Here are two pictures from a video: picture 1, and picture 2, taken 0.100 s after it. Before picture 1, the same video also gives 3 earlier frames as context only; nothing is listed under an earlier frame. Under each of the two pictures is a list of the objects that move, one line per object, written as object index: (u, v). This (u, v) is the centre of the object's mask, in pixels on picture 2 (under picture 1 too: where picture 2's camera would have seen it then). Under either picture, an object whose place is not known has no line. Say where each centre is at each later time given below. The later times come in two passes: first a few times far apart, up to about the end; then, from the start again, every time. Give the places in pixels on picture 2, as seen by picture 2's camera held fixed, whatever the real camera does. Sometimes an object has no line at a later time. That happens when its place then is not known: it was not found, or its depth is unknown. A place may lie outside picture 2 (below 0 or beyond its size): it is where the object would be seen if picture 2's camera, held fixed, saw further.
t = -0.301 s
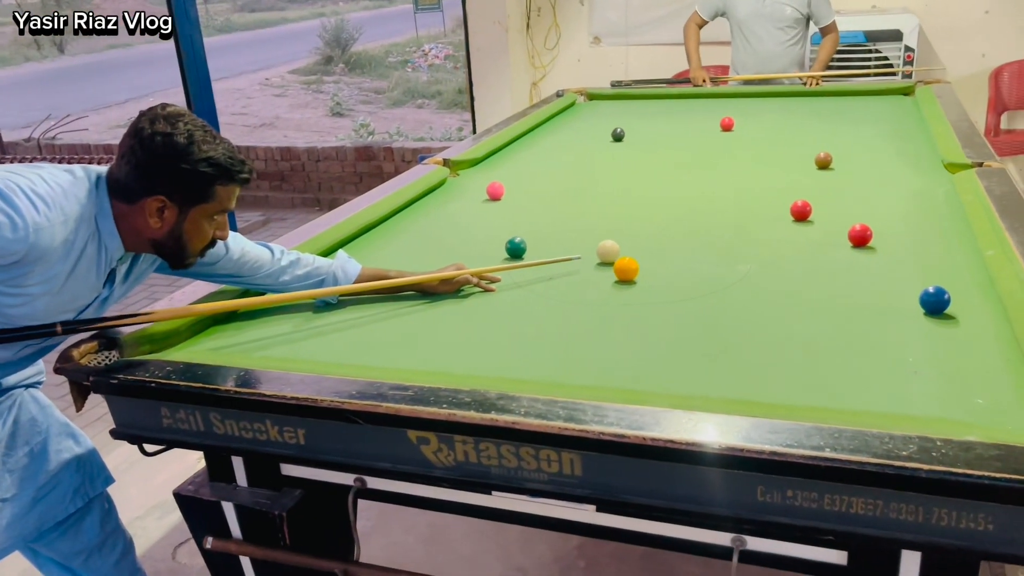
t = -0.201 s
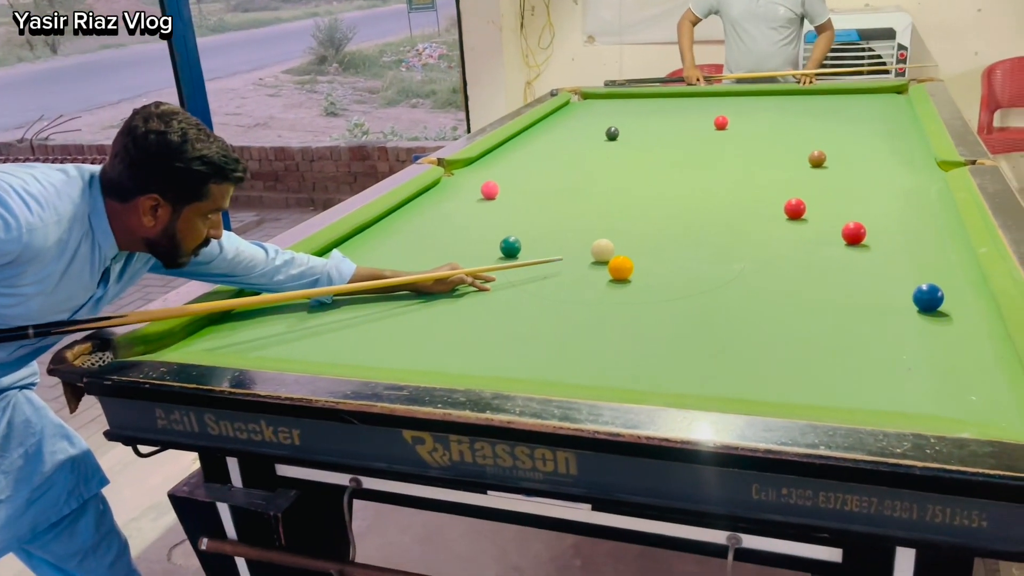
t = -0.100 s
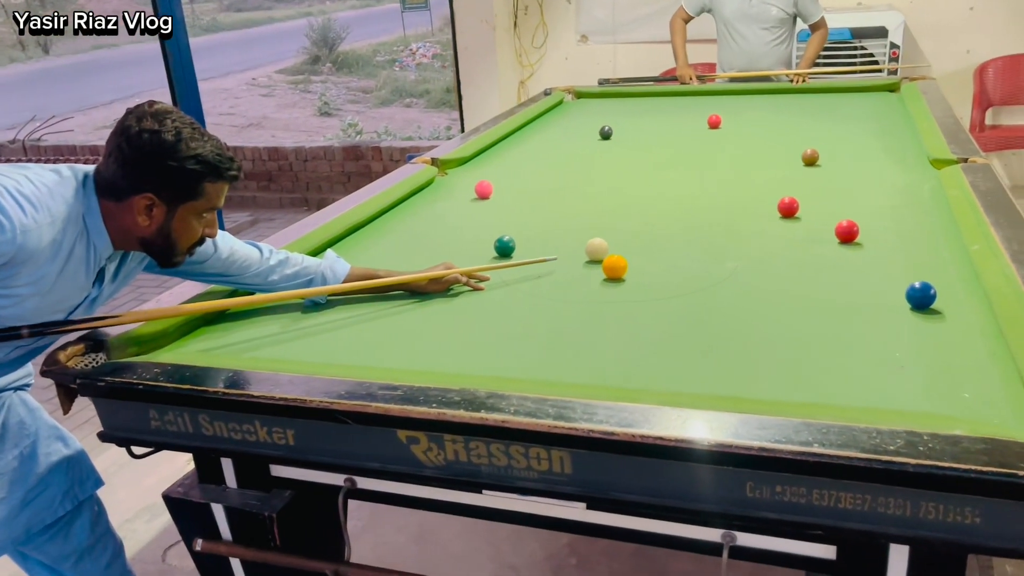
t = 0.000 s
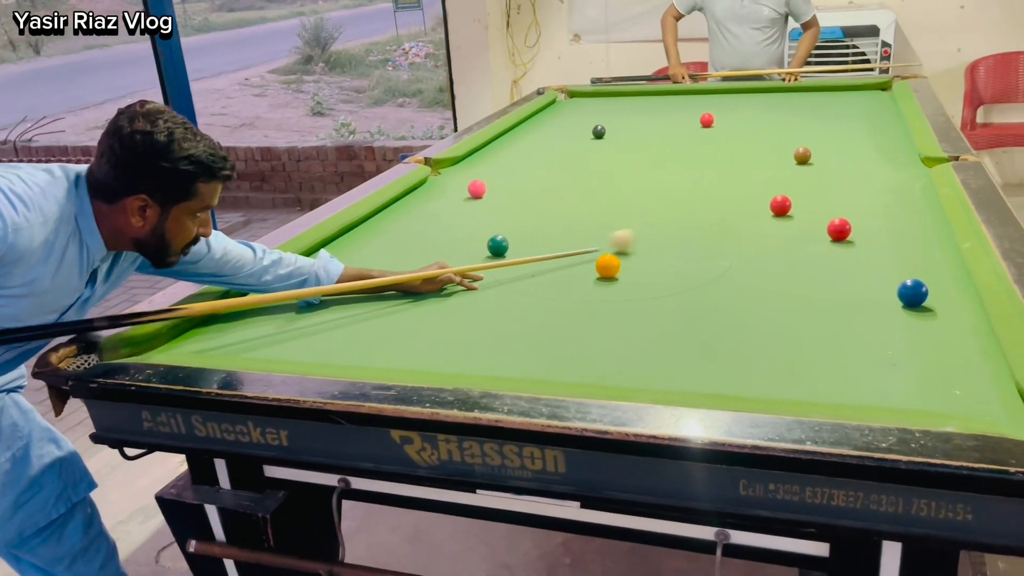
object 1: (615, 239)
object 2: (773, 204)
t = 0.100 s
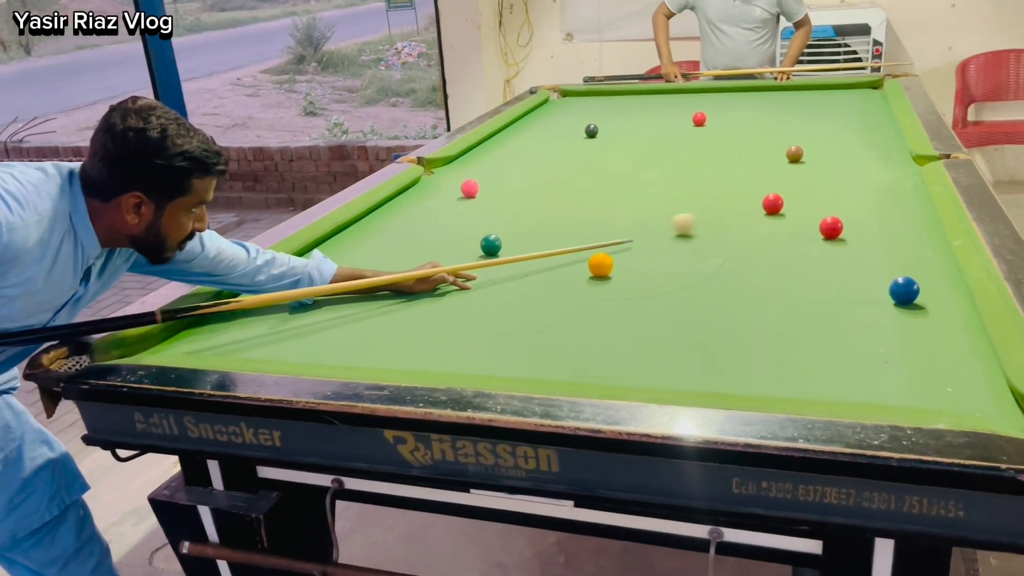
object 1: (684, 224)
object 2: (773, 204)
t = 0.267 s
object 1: (758, 206)
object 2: (780, 201)
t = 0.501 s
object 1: (784, 203)
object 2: (845, 186)
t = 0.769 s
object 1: (812, 198)
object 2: (900, 172)
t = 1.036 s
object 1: (837, 194)
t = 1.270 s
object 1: (856, 191)
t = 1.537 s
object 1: (874, 188)
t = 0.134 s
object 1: (703, 220)
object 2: (773, 204)
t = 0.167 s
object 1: (720, 216)
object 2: (773, 204)
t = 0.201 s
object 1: (736, 212)
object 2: (772, 204)
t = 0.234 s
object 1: (751, 209)
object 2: (773, 204)
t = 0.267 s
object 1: (758, 206)
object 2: (780, 201)
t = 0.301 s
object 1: (760, 207)
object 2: (792, 198)
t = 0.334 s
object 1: (764, 206)
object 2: (803, 196)
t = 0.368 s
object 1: (768, 206)
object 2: (813, 194)
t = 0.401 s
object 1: (772, 205)
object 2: (822, 191)
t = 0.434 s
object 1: (775, 205)
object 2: (829, 190)
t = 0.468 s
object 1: (780, 204)
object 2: (837, 188)
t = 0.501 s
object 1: (784, 203)
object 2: (845, 186)
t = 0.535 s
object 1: (787, 202)
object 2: (852, 184)
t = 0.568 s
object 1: (791, 202)
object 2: (859, 182)
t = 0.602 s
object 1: (795, 201)
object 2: (866, 181)
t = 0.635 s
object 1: (798, 200)
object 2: (873, 179)
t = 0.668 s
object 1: (802, 200)
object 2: (880, 177)
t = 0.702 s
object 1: (806, 199)
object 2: (887, 176)
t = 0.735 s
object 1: (809, 199)
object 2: (894, 174)
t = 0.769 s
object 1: (812, 198)
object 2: (900, 172)
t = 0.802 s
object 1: (816, 198)
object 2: (907, 171)
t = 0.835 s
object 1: (819, 197)
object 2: (911, 169)
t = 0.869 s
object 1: (822, 197)
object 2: (917, 166)
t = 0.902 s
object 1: (825, 196)
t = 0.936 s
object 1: (828, 195)
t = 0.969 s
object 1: (831, 195)
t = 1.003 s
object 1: (834, 194)
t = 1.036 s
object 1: (837, 194)
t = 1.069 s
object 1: (840, 194)
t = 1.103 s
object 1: (842, 193)
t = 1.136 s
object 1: (845, 193)
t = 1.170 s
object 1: (848, 192)
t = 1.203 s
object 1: (851, 192)
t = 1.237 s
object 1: (853, 191)
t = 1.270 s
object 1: (856, 191)
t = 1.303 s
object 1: (858, 190)
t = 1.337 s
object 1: (860, 190)
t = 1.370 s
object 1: (863, 190)
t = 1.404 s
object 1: (866, 189)
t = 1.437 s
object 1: (868, 189)
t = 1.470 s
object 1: (870, 188)
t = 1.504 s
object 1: (872, 188)
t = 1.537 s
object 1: (874, 188)
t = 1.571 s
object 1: (876, 187)
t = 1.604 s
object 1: (878, 187)
